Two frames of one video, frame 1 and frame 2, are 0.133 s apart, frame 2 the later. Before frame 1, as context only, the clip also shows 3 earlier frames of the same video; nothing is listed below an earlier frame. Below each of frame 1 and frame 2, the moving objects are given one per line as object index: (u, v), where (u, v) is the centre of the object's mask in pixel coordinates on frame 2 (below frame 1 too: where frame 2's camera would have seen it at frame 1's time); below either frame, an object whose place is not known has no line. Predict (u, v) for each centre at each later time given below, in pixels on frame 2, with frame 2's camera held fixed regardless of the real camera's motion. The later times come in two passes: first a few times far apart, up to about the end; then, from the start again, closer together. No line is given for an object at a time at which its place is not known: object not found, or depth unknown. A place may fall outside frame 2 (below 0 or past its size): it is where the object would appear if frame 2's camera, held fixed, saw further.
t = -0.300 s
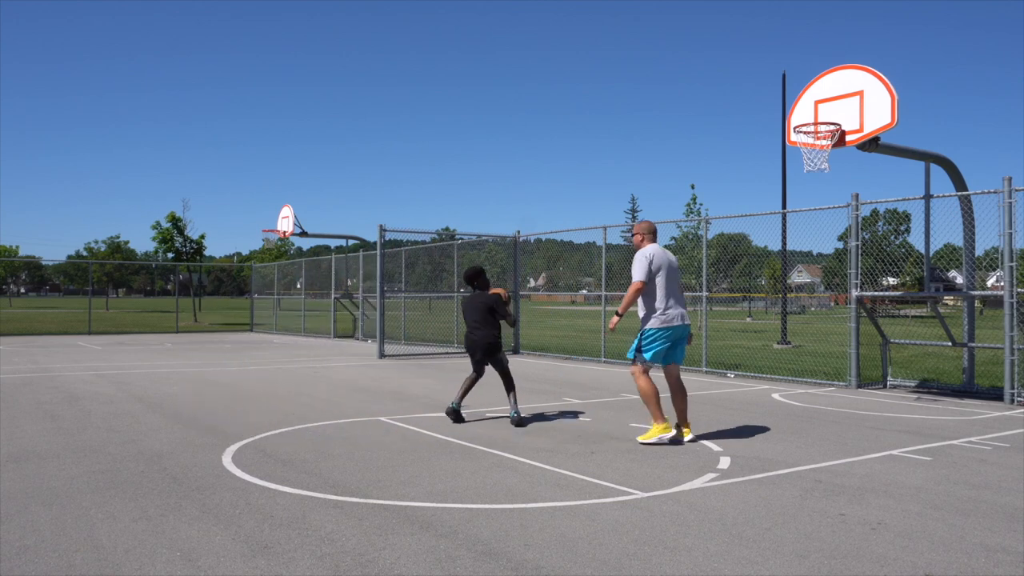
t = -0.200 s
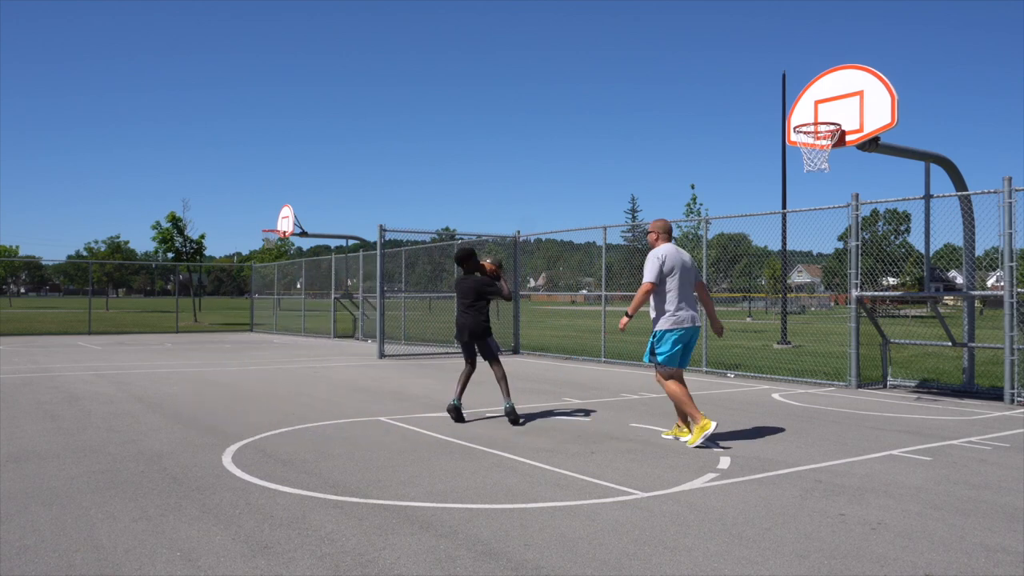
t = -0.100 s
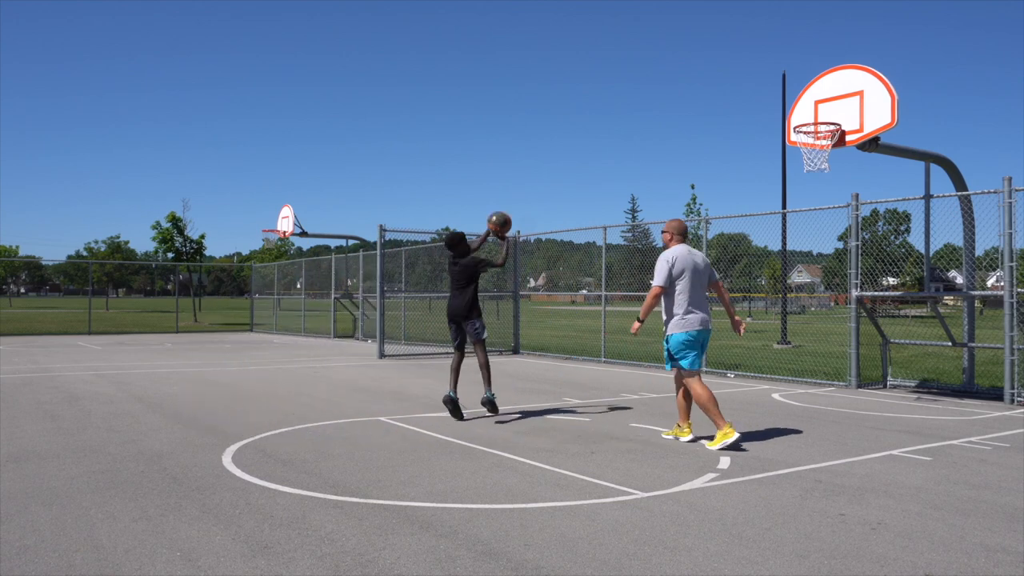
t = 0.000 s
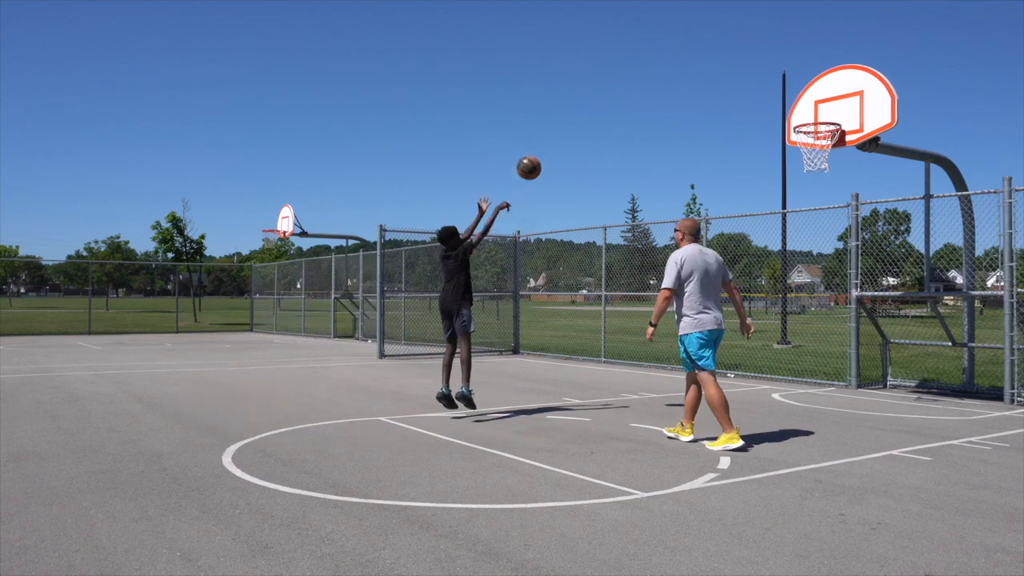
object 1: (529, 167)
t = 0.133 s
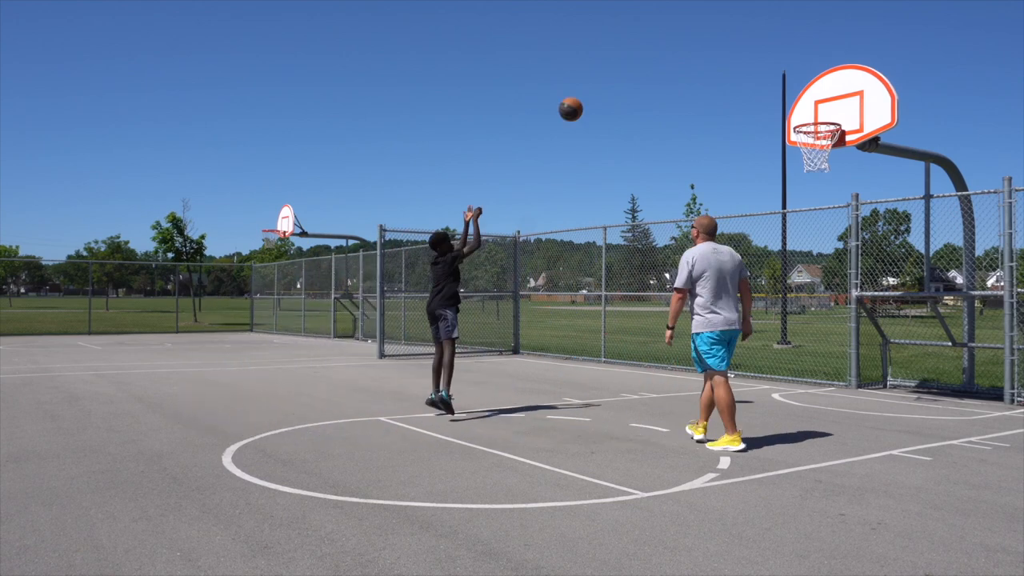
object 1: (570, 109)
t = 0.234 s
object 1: (601, 77)
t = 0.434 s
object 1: (659, 44)
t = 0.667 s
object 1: (723, 55)
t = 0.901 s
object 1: (784, 114)
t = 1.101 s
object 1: (734, 102)
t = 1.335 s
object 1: (663, 120)
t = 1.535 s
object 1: (601, 176)
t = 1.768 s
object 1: (531, 287)
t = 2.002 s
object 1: (470, 362)
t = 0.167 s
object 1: (581, 97)
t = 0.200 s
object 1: (591, 87)
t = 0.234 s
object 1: (601, 77)
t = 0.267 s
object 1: (611, 69)
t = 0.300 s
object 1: (621, 62)
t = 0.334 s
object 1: (630, 56)
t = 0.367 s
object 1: (640, 51)
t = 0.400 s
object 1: (650, 47)
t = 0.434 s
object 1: (659, 44)
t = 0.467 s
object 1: (669, 43)
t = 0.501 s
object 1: (678, 42)
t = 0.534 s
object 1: (687, 42)
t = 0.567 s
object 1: (696, 44)
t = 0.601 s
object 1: (705, 46)
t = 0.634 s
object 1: (714, 50)
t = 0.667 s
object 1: (723, 55)
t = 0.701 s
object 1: (732, 60)
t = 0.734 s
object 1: (741, 66)
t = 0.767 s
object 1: (750, 74)
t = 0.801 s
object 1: (759, 82)
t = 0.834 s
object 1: (767, 92)
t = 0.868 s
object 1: (775, 103)
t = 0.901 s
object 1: (784, 114)
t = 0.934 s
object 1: (784, 118)
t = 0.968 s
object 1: (773, 113)
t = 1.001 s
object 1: (764, 109)
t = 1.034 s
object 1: (754, 105)
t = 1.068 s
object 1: (744, 103)
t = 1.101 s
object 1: (734, 102)
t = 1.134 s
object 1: (724, 101)
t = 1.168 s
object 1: (714, 102)
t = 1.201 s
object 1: (703, 103)
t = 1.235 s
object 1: (693, 106)
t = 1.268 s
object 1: (683, 109)
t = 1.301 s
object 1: (673, 114)
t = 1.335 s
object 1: (663, 120)
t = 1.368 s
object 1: (652, 126)
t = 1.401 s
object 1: (642, 134)
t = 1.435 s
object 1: (632, 143)
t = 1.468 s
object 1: (622, 153)
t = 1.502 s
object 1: (611, 164)
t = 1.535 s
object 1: (601, 176)
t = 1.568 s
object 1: (591, 188)
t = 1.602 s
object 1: (581, 203)
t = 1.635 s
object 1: (571, 217)
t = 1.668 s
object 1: (561, 233)
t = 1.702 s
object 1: (551, 249)
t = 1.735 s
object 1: (541, 268)
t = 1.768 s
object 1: (531, 287)
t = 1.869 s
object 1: (502, 352)
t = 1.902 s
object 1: (492, 374)
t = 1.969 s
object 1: (477, 378)
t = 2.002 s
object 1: (470, 362)
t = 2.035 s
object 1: (464, 347)
